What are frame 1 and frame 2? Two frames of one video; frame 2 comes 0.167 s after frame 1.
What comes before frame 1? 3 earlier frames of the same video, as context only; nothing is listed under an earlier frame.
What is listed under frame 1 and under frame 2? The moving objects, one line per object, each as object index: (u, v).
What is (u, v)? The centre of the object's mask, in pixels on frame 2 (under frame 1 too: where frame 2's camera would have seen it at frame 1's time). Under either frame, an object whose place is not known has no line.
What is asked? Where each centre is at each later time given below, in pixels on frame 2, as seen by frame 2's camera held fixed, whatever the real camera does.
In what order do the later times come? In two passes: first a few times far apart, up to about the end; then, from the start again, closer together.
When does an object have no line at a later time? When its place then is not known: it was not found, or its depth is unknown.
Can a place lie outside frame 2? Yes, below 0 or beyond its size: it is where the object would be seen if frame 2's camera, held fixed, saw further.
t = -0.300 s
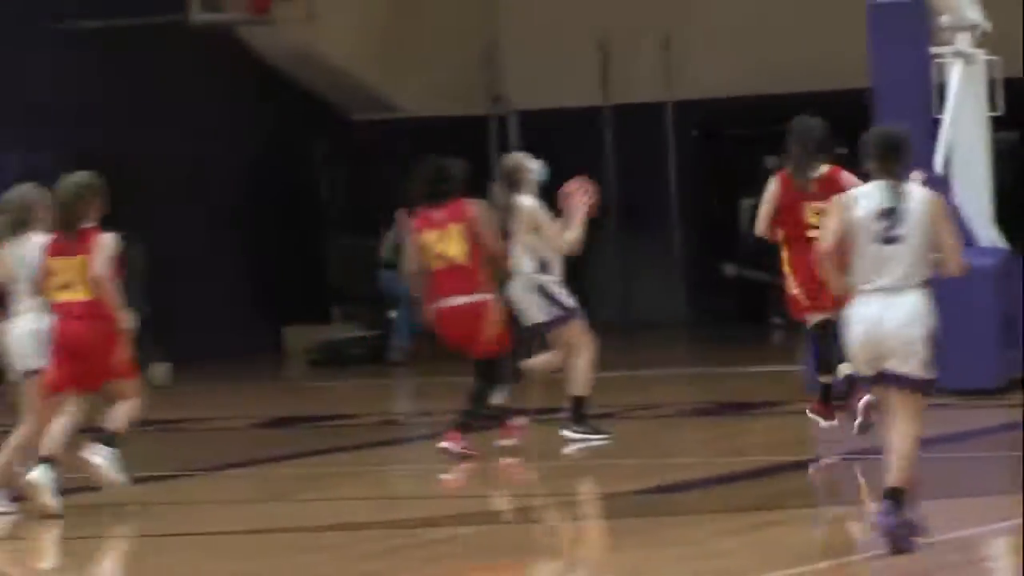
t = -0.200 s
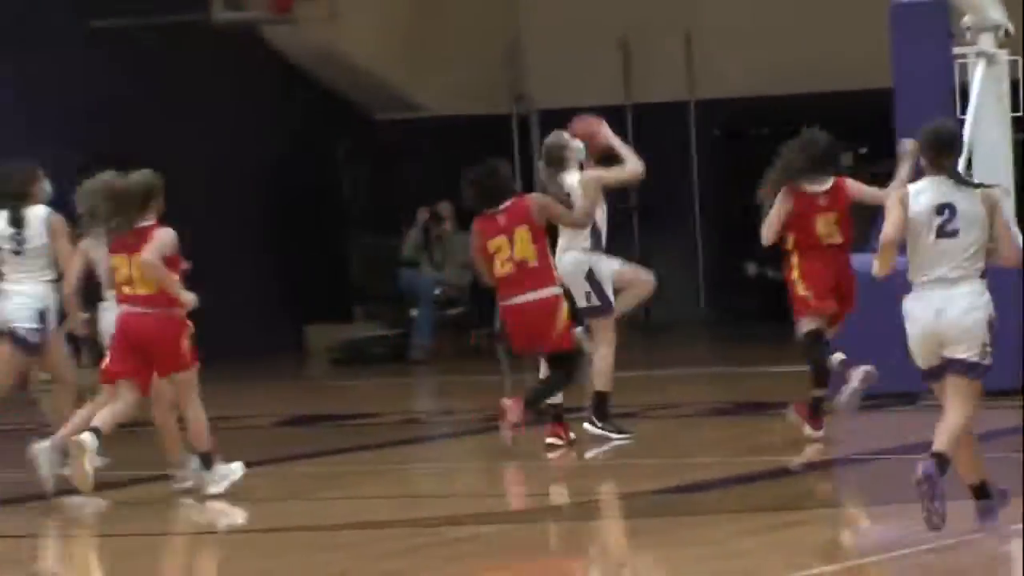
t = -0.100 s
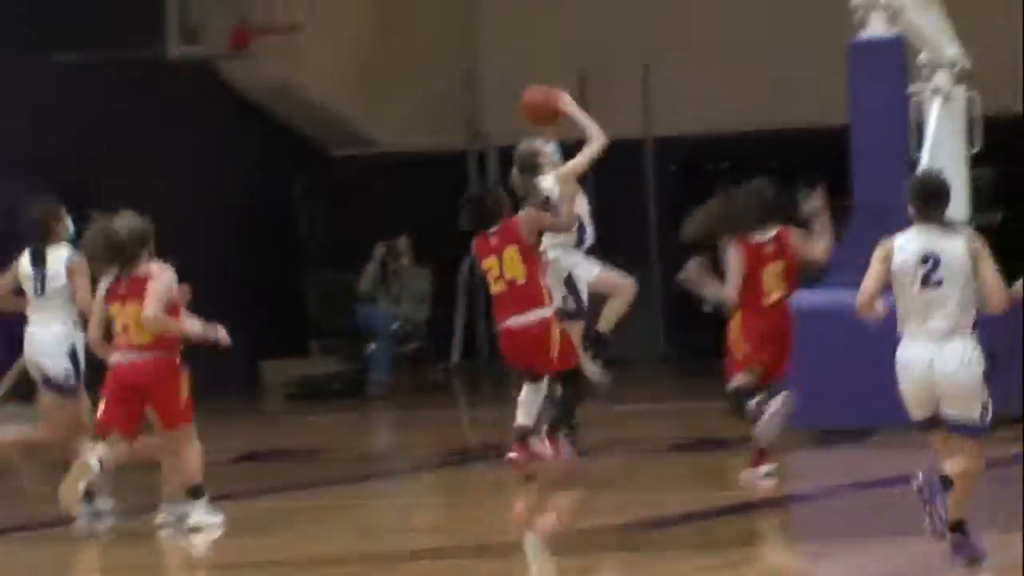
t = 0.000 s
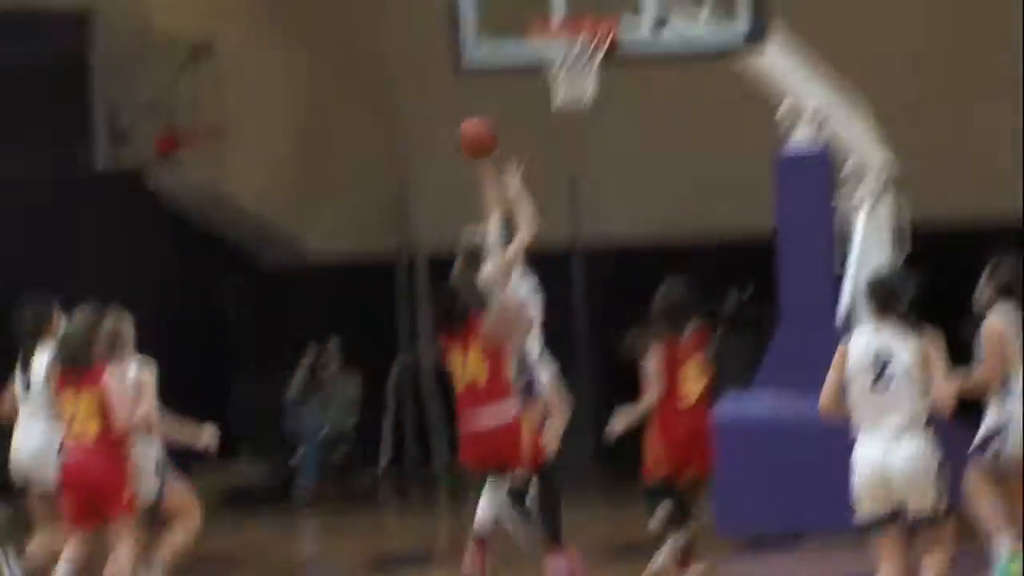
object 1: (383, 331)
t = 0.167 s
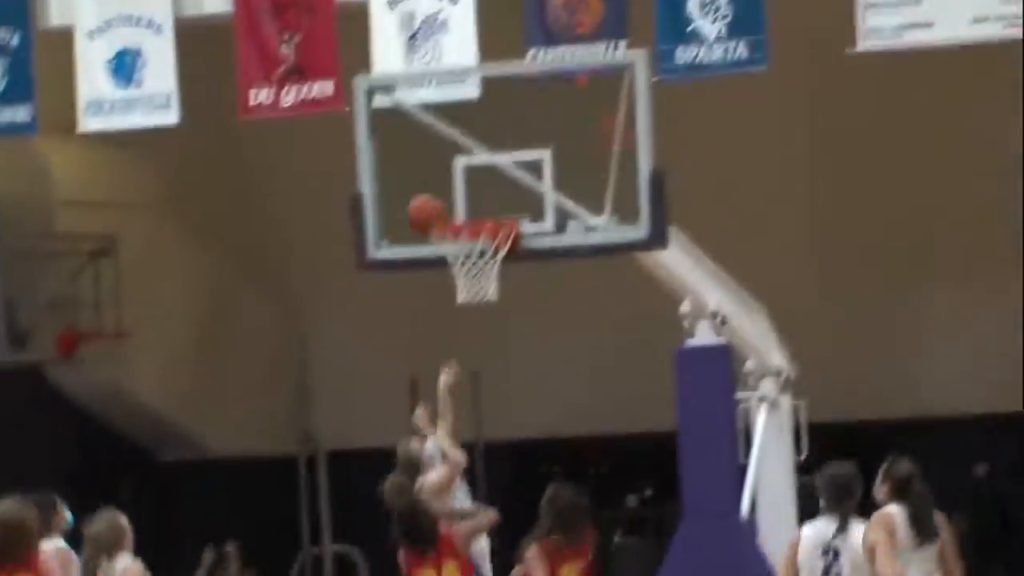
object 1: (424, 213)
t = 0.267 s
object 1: (457, 165)
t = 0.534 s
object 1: (483, 161)
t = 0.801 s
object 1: (474, 194)
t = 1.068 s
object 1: (475, 215)
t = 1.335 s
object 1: (500, 278)
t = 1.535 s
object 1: (482, 323)
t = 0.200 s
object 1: (436, 196)
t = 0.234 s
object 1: (447, 179)
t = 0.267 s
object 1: (457, 165)
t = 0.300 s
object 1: (463, 156)
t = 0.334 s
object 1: (465, 150)
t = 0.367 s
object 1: (468, 147)
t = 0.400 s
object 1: (470, 147)
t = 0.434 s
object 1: (473, 147)
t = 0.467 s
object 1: (476, 150)
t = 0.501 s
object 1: (480, 154)
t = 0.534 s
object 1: (483, 161)
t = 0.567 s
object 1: (486, 171)
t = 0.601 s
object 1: (489, 181)
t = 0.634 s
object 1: (493, 192)
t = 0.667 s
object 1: (494, 203)
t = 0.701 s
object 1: (489, 198)
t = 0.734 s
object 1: (484, 194)
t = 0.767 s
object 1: (479, 193)
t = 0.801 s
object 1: (474, 194)
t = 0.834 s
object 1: (470, 196)
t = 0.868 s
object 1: (464, 200)
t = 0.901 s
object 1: (459, 204)
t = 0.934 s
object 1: (454, 208)
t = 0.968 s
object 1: (454, 210)
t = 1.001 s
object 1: (458, 212)
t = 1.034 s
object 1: (469, 214)
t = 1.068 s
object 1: (475, 215)
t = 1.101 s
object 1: (483, 217)
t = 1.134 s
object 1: (489, 240)
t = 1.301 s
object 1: (496, 262)
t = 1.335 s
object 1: (500, 278)
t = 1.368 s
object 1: (498, 282)
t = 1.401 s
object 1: (497, 287)
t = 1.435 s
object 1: (493, 293)
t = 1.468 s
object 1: (490, 301)
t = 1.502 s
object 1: (485, 311)
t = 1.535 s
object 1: (482, 323)
